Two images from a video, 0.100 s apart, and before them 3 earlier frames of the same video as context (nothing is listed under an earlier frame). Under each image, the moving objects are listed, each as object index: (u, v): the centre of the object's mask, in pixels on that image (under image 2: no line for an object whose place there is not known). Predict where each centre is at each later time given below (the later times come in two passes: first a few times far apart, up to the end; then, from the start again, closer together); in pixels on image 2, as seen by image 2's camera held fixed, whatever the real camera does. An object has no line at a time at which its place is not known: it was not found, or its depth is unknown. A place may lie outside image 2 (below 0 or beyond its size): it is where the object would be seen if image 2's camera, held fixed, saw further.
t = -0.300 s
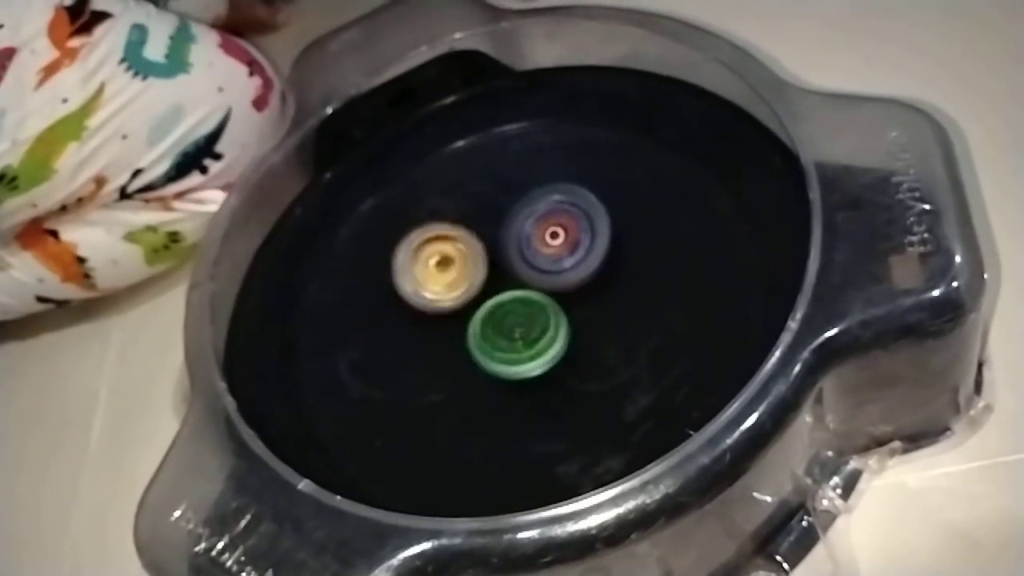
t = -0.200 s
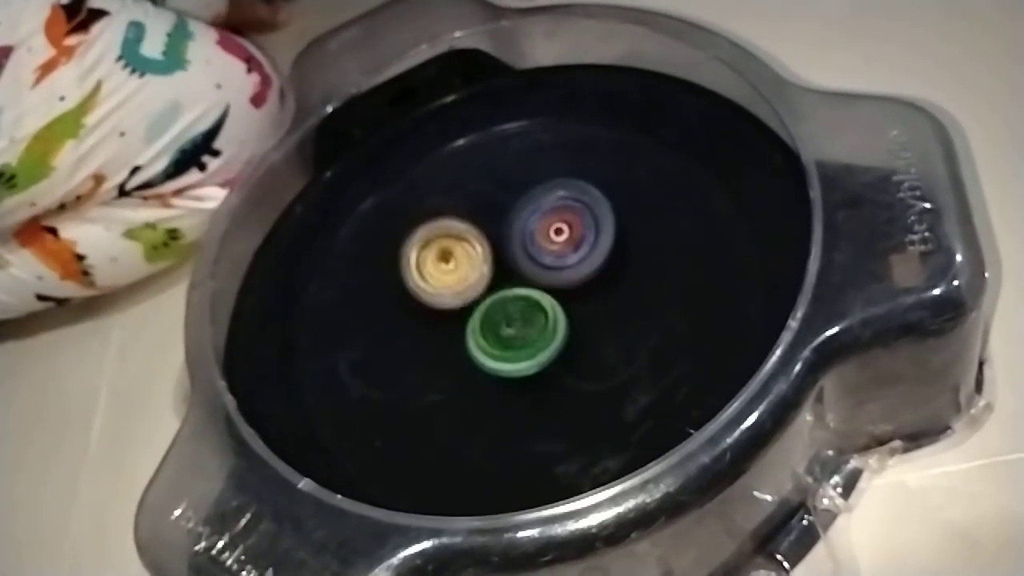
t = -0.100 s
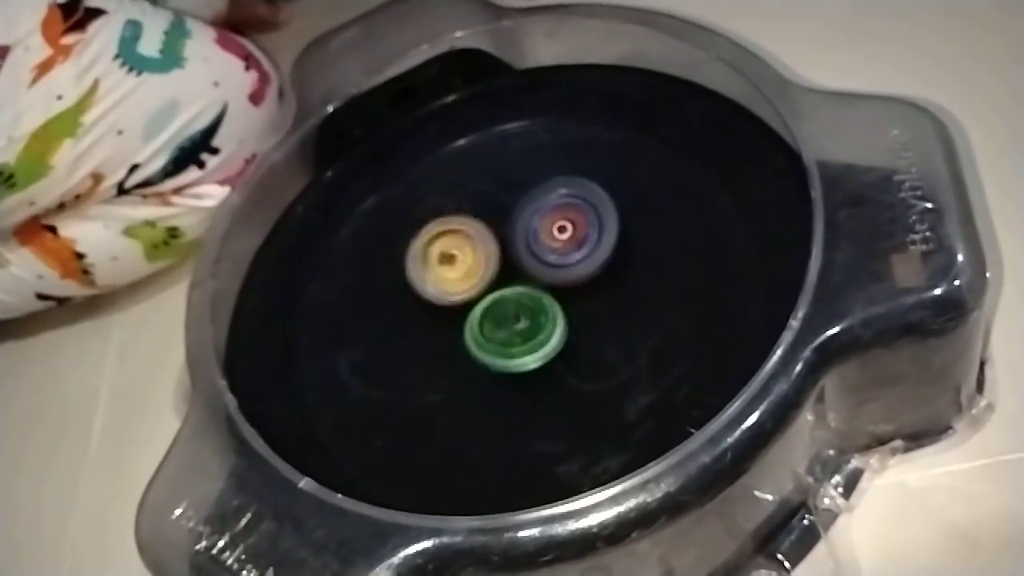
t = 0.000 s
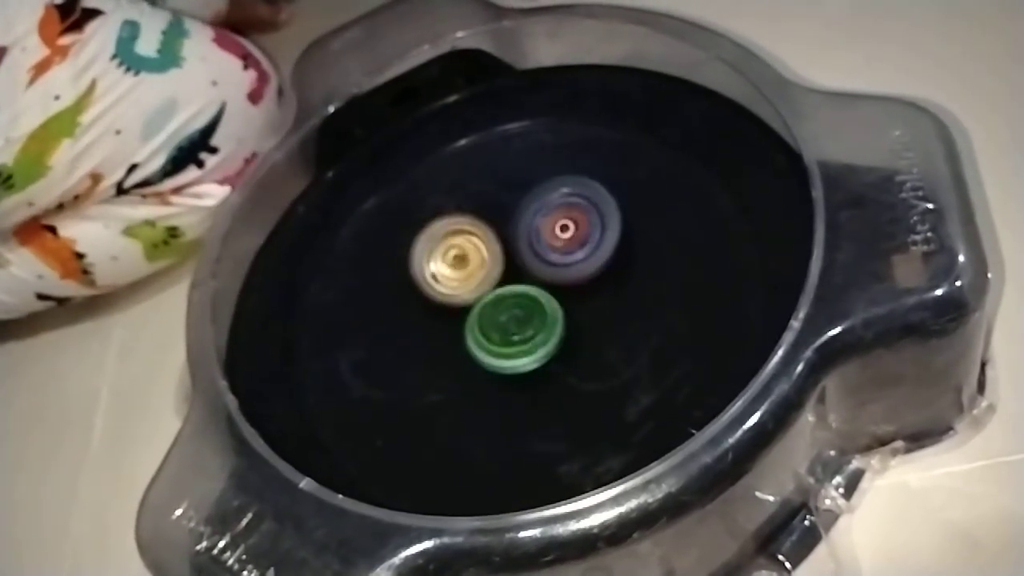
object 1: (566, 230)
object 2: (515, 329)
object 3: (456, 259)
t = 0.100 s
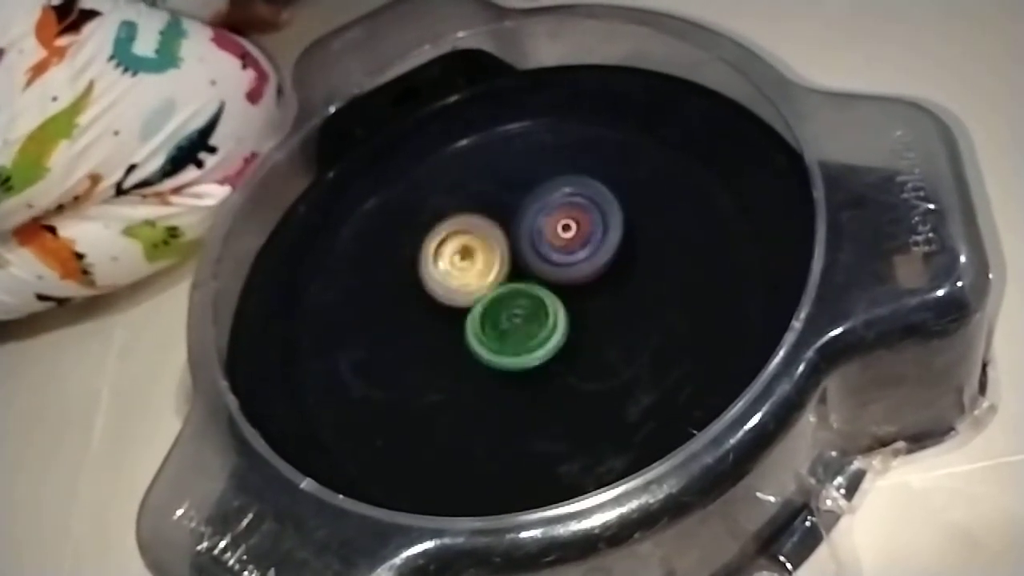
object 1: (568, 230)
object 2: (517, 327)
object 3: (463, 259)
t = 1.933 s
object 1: (642, 257)
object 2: (515, 342)
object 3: (519, 251)
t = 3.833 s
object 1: (634, 335)
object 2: (455, 344)
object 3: (537, 280)
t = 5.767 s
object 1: (535, 355)
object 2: (444, 282)
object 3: (557, 250)
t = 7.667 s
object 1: (445, 330)
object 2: (494, 239)
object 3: (590, 251)
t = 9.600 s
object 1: (422, 233)
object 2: (566, 218)
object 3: (521, 329)
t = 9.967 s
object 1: (427, 223)
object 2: (582, 231)
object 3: (502, 322)
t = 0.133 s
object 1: (570, 229)
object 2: (516, 326)
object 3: (463, 257)
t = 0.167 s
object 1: (571, 230)
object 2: (517, 323)
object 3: (467, 255)
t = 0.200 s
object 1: (573, 230)
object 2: (517, 323)
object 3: (466, 256)
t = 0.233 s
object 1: (578, 230)
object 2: (516, 322)
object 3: (463, 256)
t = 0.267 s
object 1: (583, 230)
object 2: (515, 322)
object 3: (459, 255)
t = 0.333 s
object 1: (591, 230)
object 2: (515, 319)
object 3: (455, 252)
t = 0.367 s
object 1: (595, 231)
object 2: (514, 319)
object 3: (452, 251)
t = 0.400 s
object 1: (598, 230)
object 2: (514, 318)
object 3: (450, 251)
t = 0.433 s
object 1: (600, 230)
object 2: (513, 317)
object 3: (448, 250)
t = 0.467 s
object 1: (604, 231)
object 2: (514, 315)
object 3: (448, 248)
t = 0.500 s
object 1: (605, 231)
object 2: (513, 315)
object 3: (448, 248)
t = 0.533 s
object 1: (607, 231)
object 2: (512, 314)
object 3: (448, 248)
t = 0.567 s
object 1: (609, 232)
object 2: (511, 312)
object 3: (448, 249)
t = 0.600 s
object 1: (611, 232)
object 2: (512, 310)
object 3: (448, 247)
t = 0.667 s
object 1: (614, 232)
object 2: (511, 309)
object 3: (452, 246)
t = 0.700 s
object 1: (614, 233)
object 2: (510, 310)
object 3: (453, 246)
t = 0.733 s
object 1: (616, 232)
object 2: (511, 310)
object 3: (454, 245)
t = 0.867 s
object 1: (619, 234)
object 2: (514, 312)
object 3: (462, 244)
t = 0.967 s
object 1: (618, 236)
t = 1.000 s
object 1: (619, 237)
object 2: (518, 315)
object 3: (471, 243)
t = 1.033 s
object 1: (618, 236)
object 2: (520, 317)
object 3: (472, 243)
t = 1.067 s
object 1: (619, 237)
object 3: (474, 241)
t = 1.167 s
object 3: (481, 241)
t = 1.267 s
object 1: (617, 242)
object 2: (529, 326)
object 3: (488, 242)
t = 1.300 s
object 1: (617, 243)
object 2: (528, 327)
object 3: (490, 242)
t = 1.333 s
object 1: (617, 244)
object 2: (531, 326)
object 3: (493, 243)
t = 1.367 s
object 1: (619, 244)
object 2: (532, 327)
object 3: (494, 244)
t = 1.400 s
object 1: (617, 246)
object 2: (534, 328)
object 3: (497, 243)
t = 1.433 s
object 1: (617, 247)
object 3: (499, 244)
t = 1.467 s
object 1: (619, 247)
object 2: (534, 328)
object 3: (501, 244)
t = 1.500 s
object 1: (619, 249)
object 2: (535, 329)
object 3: (504, 246)
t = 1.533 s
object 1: (619, 249)
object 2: (534, 331)
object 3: (505, 247)
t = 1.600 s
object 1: (623, 248)
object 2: (528, 334)
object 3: (510, 248)
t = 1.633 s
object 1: (624, 248)
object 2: (528, 335)
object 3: (512, 248)
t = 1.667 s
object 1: (626, 247)
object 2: (525, 338)
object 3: (514, 250)
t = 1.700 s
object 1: (627, 249)
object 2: (524, 338)
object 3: (515, 250)
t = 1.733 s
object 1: (628, 248)
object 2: (521, 340)
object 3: (518, 250)
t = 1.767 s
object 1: (630, 248)
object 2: (520, 339)
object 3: (520, 251)
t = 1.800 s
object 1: (629, 249)
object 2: (519, 340)
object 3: (522, 251)
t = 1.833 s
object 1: (631, 250)
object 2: (518, 341)
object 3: (523, 253)
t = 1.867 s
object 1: (634, 252)
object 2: (517, 343)
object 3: (522, 251)
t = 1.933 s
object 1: (642, 257)
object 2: (515, 342)
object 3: (519, 251)
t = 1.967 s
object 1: (646, 258)
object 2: (514, 344)
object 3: (518, 250)
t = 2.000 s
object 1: (648, 260)
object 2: (513, 345)
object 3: (516, 251)
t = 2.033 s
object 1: (651, 262)
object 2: (511, 345)
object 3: (514, 249)
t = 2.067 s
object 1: (653, 264)
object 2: (510, 345)
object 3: (515, 248)
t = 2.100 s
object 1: (656, 265)
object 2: (510, 345)
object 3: (515, 249)
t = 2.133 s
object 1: (657, 267)
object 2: (508, 347)
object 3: (514, 249)
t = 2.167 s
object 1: (658, 268)
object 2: (507, 347)
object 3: (514, 250)
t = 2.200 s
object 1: (660, 269)
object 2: (505, 348)
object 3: (514, 250)
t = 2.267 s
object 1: (663, 273)
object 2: (504, 349)
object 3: (516, 251)
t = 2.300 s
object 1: (664, 274)
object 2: (503, 349)
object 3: (516, 252)
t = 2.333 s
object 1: (665, 275)
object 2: (501, 349)
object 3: (517, 253)
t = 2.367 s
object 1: (665, 277)
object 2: (500, 348)
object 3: (516, 254)
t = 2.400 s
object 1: (666, 278)
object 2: (501, 348)
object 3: (517, 254)
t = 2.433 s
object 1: (666, 279)
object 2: (499, 349)
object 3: (518, 255)
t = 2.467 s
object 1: (666, 281)
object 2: (498, 349)
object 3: (518, 257)
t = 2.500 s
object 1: (666, 282)
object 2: (496, 349)
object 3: (519, 258)
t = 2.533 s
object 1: (666, 283)
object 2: (496, 348)
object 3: (518, 259)
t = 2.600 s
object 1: (665, 286)
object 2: (494, 349)
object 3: (520, 260)
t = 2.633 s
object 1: (665, 287)
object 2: (493, 349)
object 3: (520, 262)
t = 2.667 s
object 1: (665, 289)
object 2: (490, 349)
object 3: (521, 262)
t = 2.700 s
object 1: (664, 290)
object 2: (490, 350)
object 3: (523, 261)
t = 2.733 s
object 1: (664, 291)
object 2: (487, 353)
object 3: (524, 262)
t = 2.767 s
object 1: (663, 292)
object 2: (485, 353)
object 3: (525, 260)
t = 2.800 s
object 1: (663, 293)
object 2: (482, 355)
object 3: (528, 260)
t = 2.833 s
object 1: (663, 294)
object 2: (480, 354)
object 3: (529, 261)
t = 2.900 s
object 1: (662, 297)
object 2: (478, 356)
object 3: (530, 264)
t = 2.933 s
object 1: (661, 298)
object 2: (477, 356)
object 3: (530, 264)
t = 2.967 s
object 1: (660, 299)
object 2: (474, 357)
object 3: (532, 264)
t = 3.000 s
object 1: (660, 301)
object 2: (474, 356)
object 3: (532, 265)
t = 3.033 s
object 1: (659, 302)
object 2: (474, 357)
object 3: (533, 266)
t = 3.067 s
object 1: (658, 303)
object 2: (472, 357)
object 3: (534, 267)
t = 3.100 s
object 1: (658, 304)
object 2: (472, 357)
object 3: (533, 268)
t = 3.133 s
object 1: (657, 306)
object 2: (469, 357)
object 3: (534, 268)
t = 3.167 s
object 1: (656, 306)
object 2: (470, 356)
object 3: (535, 269)
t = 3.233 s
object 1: (654, 309)
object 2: (467, 356)
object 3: (536, 271)
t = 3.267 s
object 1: (653, 310)
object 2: (466, 357)
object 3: (536, 273)
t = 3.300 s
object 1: (652, 311)
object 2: (464, 355)
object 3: (536, 273)
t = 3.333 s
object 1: (651, 313)
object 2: (465, 354)
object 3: (537, 273)
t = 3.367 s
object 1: (650, 314)
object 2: (463, 355)
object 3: (537, 275)
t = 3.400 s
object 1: (649, 315)
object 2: (463, 355)
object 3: (538, 275)
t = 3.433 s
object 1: (648, 317)
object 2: (462, 354)
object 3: (539, 276)
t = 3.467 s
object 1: (646, 318)
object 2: (461, 353)
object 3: (538, 278)
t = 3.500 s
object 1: (645, 319)
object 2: (462, 352)
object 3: (538, 278)
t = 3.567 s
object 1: (642, 321)
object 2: (460, 351)
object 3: (539, 280)
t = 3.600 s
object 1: (640, 322)
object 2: (458, 350)
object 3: (540, 280)
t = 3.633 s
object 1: (639, 323)
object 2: (459, 348)
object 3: (540, 282)
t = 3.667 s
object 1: (637, 325)
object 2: (459, 348)
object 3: (539, 282)
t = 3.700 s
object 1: (636, 326)
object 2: (458, 347)
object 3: (540, 282)
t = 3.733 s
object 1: (634, 327)
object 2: (457, 346)
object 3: (541, 284)
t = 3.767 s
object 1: (633, 329)
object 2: (455, 345)
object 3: (540, 283)
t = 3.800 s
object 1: (634, 332)
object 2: (456, 344)
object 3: (539, 281)
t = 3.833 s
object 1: (634, 335)
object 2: (455, 344)
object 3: (537, 280)
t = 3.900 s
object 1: (634, 340)
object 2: (453, 343)
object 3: (535, 277)
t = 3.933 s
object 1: (634, 342)
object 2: (451, 341)
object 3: (533, 277)
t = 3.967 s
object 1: (635, 344)
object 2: (452, 340)
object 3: (534, 275)
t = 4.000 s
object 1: (633, 346)
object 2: (451, 340)
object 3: (535, 274)
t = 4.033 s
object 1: (632, 348)
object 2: (451, 339)
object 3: (533, 274)
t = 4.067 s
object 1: (630, 349)
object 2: (450, 339)
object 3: (532, 274)
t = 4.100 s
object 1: (629, 351)
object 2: (448, 337)
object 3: (532, 274)
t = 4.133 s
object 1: (628, 352)
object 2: (449, 336)
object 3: (532, 274)
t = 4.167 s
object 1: (627, 353)
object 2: (448, 336)
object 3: (532, 273)
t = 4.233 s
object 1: (625, 356)
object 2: (446, 335)
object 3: (531, 273)
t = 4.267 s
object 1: (622, 356)
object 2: (445, 333)
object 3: (531, 272)
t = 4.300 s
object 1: (621, 357)
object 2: (446, 332)
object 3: (531, 272)
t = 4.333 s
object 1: (620, 357)
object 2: (444, 332)
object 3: (530, 272)
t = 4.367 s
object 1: (618, 358)
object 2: (444, 331)
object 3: (531, 271)
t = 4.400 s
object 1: (616, 359)
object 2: (442, 331)
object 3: (532, 271)
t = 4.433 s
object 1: (615, 359)
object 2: (441, 329)
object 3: (530, 270)
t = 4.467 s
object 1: (613, 360)
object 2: (442, 328)
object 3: (530, 269)
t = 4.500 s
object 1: (611, 361)
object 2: (441, 328)
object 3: (531, 268)
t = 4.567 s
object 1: (608, 361)
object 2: (440, 327)
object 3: (531, 268)
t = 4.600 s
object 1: (605, 362)
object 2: (440, 325)
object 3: (531, 268)
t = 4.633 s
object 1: (603, 362)
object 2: (441, 324)
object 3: (530, 268)
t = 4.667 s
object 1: (602, 362)
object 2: (440, 324)
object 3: (530, 267)
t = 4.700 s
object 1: (601, 363)
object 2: (440, 322)
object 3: (530, 266)
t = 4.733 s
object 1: (598, 362)
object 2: (439, 321)
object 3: (530, 267)
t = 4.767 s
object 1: (596, 361)
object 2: (441, 318)
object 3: (530, 266)
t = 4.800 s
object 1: (595, 362)
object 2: (441, 318)
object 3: (531, 265)
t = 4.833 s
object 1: (592, 362)
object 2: (440, 317)
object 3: (530, 265)
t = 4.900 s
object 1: (589, 360)
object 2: (438, 315)
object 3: (533, 263)
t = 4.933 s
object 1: (587, 361)
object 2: (438, 313)
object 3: (533, 263)
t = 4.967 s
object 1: (585, 361)
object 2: (439, 312)
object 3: (534, 263)
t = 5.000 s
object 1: (584, 361)
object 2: (439, 311)
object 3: (535, 263)
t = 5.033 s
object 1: (583, 360)
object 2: (439, 311)
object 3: (534, 263)
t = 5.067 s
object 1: (580, 360)
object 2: (438, 310)
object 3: (533, 262)
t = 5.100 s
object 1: (578, 359)
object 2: (439, 307)
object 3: (534, 261)
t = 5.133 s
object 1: (576, 358)
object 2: (440, 307)
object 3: (534, 261)
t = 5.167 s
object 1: (575, 359)
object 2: (440, 305)
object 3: (535, 260)
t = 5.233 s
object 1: (572, 358)
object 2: (440, 302)
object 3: (536, 260)
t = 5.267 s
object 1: (570, 356)
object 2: (441, 300)
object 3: (536, 259)
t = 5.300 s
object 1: (567, 358)
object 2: (442, 299)
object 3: (537, 258)
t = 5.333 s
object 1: (566, 357)
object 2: (441, 298)
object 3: (539, 258)
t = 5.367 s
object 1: (564, 355)
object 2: (442, 297)
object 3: (539, 258)
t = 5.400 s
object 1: (562, 356)
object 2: (441, 296)
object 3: (540, 258)
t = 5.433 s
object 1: (558, 355)
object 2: (442, 294)
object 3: (540, 258)
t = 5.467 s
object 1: (557, 356)
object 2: (443, 293)
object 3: (540, 258)
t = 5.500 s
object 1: (556, 354)
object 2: (444, 292)
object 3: (541, 257)
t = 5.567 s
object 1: (550, 355)
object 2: (444, 290)
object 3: (543, 257)
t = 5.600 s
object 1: (549, 353)
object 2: (445, 287)
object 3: (544, 256)
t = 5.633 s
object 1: (546, 354)
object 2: (447, 287)
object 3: (545, 257)
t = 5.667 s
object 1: (543, 353)
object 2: (445, 286)
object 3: (546, 256)
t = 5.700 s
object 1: (542, 353)
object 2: (445, 284)
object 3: (549, 255)
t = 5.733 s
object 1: (539, 354)
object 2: (445, 284)
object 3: (553, 252)
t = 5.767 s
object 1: (535, 355)
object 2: (444, 282)
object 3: (557, 250)
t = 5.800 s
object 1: (531, 357)
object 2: (445, 281)
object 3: (559, 248)
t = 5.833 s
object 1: (528, 359)
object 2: (444, 282)
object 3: (562, 246)
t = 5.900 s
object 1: (521, 361)
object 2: (444, 281)
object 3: (565, 242)
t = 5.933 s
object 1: (518, 361)
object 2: (442, 279)
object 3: (568, 241)
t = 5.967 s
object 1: (515, 360)
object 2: (444, 278)
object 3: (570, 240)
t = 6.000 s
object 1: (511, 361)
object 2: (444, 278)
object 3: (571, 240)
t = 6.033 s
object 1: (509, 362)
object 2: (445, 277)
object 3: (572, 240)
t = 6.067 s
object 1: (506, 361)
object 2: (446, 276)
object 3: (573, 239)
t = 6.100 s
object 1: (504, 361)
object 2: (445, 275)
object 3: (573, 239)
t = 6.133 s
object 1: (500, 362)
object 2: (447, 273)
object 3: (573, 237)
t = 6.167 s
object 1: (498, 361)
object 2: (448, 273)
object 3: (574, 236)
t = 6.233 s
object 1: (494, 361)
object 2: (450, 272)
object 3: (575, 235)
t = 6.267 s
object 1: (491, 361)
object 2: (450, 271)
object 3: (575, 234)
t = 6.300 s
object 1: (490, 361)
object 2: (451, 269)
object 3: (576, 233)
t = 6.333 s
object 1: (488, 360)
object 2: (453, 268)
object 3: (576, 233)
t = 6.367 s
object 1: (485, 360)
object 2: (454, 267)
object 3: (576, 232)
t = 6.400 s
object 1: (483, 359)
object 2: (456, 266)
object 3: (578, 231)
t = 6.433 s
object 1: (481, 359)
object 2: (456, 266)
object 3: (579, 231)
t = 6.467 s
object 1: (481, 359)
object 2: (458, 264)
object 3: (579, 231)
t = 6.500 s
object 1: (478, 358)
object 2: (460, 263)
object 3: (579, 231)
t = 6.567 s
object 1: (476, 357)
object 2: (463, 261)
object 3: (580, 231)
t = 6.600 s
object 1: (474, 356)
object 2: (464, 260)
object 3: (580, 230)
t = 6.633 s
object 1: (472, 355)
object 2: (465, 259)
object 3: (582, 229)
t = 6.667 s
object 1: (470, 354)
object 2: (468, 258)
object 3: (582, 229)
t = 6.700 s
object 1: (471, 354)
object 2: (470, 257)
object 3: (582, 230)
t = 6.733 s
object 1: (468, 353)
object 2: (471, 257)
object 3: (583, 230)
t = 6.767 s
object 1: (467, 352)
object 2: (472, 256)
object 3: (583, 230)
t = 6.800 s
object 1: (466, 352)
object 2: (472, 255)
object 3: (583, 230)
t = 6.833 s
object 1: (465, 351)
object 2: (475, 253)
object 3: (583, 230)
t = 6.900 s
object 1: (462, 349)
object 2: (478, 253)
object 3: (584, 230)
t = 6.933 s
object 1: (462, 348)
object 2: (479, 253)
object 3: (584, 231)
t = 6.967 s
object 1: (461, 348)
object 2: (480, 252)
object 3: (584, 231)
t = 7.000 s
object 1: (458, 347)
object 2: (482, 250)
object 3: (585, 231)
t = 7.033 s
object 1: (458, 346)
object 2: (485, 250)
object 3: (584, 232)
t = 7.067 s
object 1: (458, 346)
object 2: (486, 251)
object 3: (584, 232)
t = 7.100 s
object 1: (456, 345)
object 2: (488, 250)
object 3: (585, 232)
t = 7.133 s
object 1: (455, 343)
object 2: (488, 250)
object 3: (586, 233)
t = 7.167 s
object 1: (455, 343)
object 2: (487, 248)
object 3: (586, 235)
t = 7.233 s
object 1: (452, 342)
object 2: (487, 245)
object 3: (589, 237)
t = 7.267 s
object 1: (451, 342)
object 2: (486, 244)
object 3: (589, 239)
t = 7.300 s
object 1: (451, 341)
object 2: (487, 242)
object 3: (589, 239)
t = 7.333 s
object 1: (449, 341)
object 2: (486, 242)
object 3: (590, 240)
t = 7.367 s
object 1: (448, 340)
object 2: (486, 240)
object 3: (591, 241)
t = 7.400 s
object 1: (448, 338)
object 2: (487, 240)
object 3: (590, 243)
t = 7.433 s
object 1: (448, 338)
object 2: (487, 240)
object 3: (591, 243)
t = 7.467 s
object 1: (447, 337)
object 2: (487, 240)
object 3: (591, 244)
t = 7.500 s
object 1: (446, 336)
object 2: (487, 241)
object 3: (591, 246)
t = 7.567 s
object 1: (446, 334)
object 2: (489, 239)
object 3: (590, 247)
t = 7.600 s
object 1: (446, 332)
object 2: (491, 240)
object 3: (591, 248)
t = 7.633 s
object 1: (445, 331)
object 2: (492, 239)
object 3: (591, 250)
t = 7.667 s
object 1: (445, 330)
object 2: (494, 239)
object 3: (590, 251)
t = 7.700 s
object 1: (445, 330)
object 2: (495, 239)
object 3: (590, 252)
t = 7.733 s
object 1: (443, 329)
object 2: (496, 237)
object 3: (590, 253)
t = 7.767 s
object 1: (443, 327)
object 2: (498, 236)
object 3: (589, 255)
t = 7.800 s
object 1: (443, 326)
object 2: (499, 235)
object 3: (591, 257)
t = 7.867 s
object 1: (440, 324)
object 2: (499, 233)
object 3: (592, 260)
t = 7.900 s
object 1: (441, 323)
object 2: (498, 233)
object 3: (591, 262)
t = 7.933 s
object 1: (442, 322)
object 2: (499, 231)
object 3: (591, 265)
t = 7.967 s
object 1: (441, 321)
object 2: (500, 231)
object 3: (590, 266)
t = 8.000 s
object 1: (440, 319)
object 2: (501, 232)
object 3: (589, 269)
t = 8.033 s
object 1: (441, 318)
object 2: (501, 231)
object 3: (587, 271)
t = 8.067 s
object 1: (441, 318)
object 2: (502, 232)
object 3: (586, 271)
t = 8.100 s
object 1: (441, 317)
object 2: (501, 232)
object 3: (586, 272)
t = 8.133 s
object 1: (440, 315)
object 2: (502, 230)
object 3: (585, 274)
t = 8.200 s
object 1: (439, 313)
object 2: (506, 229)
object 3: (584, 275)
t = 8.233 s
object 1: (439, 313)
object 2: (507, 228)
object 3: (583, 277)
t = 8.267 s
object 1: (439, 310)
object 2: (508, 228)
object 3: (582, 278)
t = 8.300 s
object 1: (438, 309)
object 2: (508, 228)
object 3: (579, 279)
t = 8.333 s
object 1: (438, 308)
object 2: (509, 226)
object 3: (579, 280)
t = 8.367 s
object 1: (438, 307)
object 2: (511, 226)
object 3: (578, 281)
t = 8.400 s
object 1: (438, 305)
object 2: (512, 226)
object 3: (576, 284)
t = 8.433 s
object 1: (439, 303)
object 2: (513, 226)
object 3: (575, 285)
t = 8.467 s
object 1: (439, 302)
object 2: (514, 226)
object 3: (574, 286)
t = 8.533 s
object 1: (438, 299)
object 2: (514, 223)
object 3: (571, 289)
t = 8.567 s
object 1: (439, 297)
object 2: (517, 223)
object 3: (568, 289)
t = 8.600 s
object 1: (438, 296)
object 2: (519, 223)
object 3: (568, 290)
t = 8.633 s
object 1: (438, 294)
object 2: (520, 223)
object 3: (567, 291)
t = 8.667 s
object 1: (438, 292)
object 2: (521, 223)
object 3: (564, 293)
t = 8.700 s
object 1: (439, 291)
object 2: (521, 222)
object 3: (562, 294)
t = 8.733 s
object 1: (438, 290)
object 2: (522, 220)
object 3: (561, 296)
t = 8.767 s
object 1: (438, 288)
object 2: (525, 218)
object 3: (559, 297)
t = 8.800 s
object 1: (439, 286)
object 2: (526, 218)
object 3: (555, 298)
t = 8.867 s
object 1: (439, 284)
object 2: (528, 217)
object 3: (552, 299)
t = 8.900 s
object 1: (439, 282)
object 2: (529, 217)
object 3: (550, 301)
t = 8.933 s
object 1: (440, 280)
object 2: (528, 216)
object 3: (546, 302)
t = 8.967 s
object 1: (440, 279)
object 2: (530, 215)
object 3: (544, 303)
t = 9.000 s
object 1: (440, 277)
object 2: (531, 216)
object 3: (543, 304)
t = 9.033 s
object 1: (440, 274)
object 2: (531, 217)
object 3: (540, 304)
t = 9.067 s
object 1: (439, 271)
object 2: (532, 217)
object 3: (539, 307)
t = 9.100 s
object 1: (438, 269)
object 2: (535, 216)
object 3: (539, 311)
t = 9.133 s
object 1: (434, 265)
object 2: (538, 216)
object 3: (541, 315)
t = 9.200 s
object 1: (427, 258)
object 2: (545, 215)
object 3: (541, 318)
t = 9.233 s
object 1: (427, 255)
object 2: (548, 215)
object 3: (539, 320)
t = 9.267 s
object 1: (424, 252)
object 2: (551, 215)
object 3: (538, 322)
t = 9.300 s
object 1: (423, 249)
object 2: (553, 215)
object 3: (537, 324)
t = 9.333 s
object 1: (423, 248)
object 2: (554, 216)
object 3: (536, 326)
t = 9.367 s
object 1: (423, 246)
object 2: (555, 216)
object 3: (534, 327)
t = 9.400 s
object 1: (423, 243)
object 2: (557, 215)
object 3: (531, 327)
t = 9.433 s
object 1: (421, 241)
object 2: (559, 216)
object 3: (529, 327)
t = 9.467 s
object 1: (422, 240)
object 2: (561, 216)
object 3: (528, 327)
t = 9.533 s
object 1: (423, 237)
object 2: (564, 218)
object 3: (523, 330)
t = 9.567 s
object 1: (421, 235)
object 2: (565, 218)
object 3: (522, 329)
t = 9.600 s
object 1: (422, 233)
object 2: (566, 218)
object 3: (521, 329)
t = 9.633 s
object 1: (423, 232)
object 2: (569, 218)
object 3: (519, 328)
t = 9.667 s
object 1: (423, 231)
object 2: (571, 220)
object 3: (517, 328)
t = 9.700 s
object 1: (422, 229)
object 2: (572, 221)
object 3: (515, 327)
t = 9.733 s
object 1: (423, 228)
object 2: (574, 222)
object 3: (513, 326)
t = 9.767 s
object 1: (424, 227)
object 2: (574, 224)
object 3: (512, 326)
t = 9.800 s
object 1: (424, 227)
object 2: (574, 224)
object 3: (511, 325)
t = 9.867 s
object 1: (425, 225)
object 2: (578, 226)
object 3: (507, 324)
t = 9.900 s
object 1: (426, 224)
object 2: (579, 228)
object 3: (506, 323)
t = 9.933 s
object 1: (426, 224)
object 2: (580, 229)
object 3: (504, 322)
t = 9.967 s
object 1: (427, 223)
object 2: (582, 231)
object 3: (502, 322)
